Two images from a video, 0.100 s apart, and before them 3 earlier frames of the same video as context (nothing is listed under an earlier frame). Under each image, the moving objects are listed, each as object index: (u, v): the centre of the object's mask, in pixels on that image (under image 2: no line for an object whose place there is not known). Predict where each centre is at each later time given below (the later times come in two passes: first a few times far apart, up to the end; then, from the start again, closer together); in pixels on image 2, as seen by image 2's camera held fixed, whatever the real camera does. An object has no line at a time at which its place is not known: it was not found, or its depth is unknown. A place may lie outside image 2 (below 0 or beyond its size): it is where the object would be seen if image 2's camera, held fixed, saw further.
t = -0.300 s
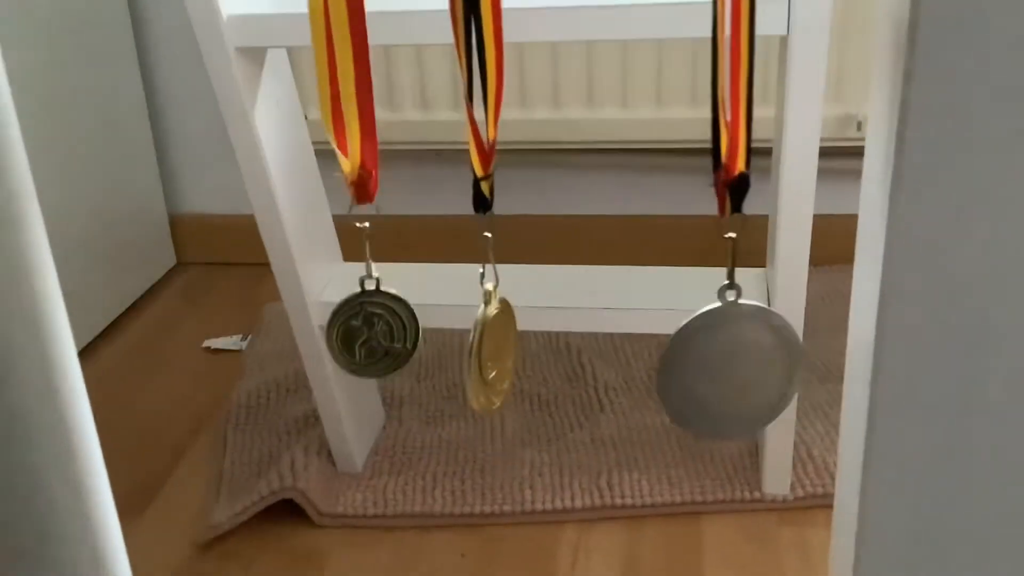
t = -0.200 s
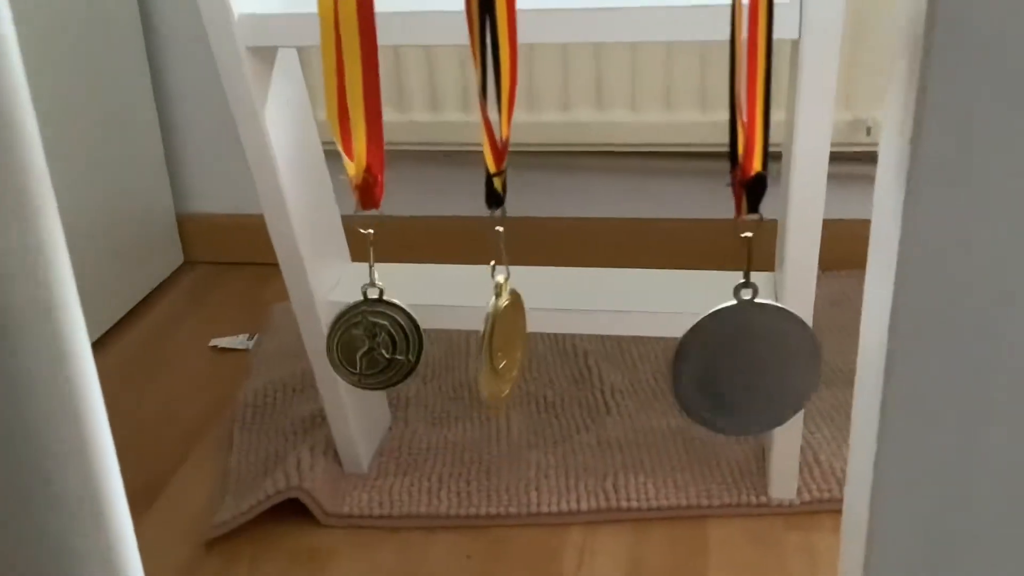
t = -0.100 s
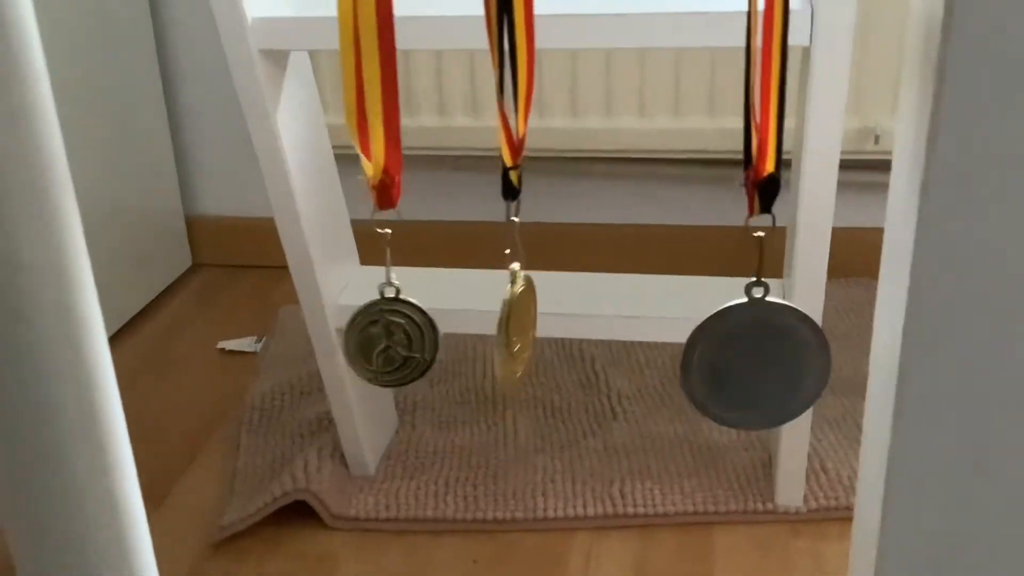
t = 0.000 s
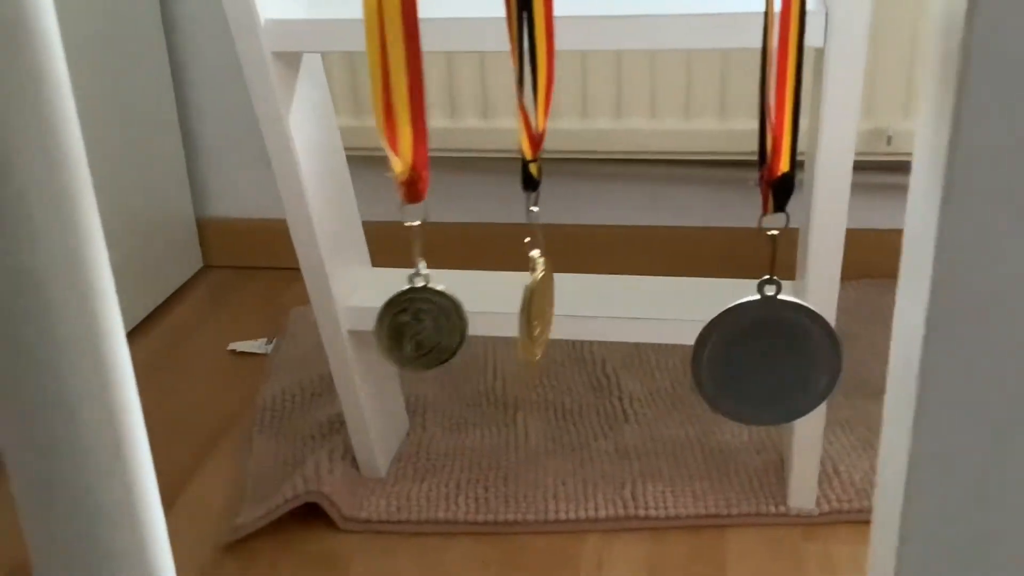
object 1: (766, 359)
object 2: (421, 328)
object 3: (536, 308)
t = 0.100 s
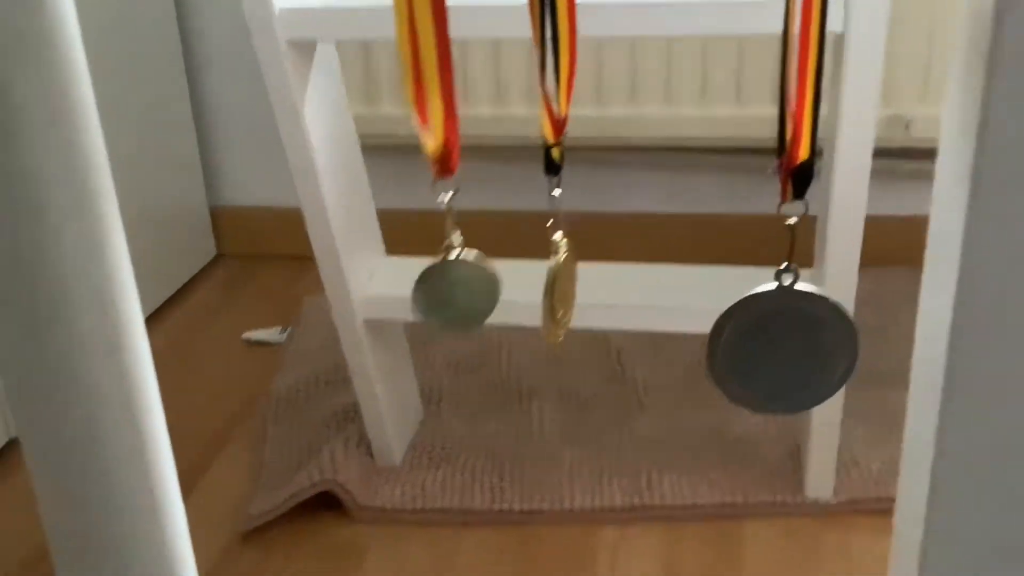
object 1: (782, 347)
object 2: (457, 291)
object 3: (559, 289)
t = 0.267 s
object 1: (786, 357)
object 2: (473, 270)
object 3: (566, 311)
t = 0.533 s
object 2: (449, 323)
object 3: (560, 351)
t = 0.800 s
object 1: (783, 366)
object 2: (431, 339)
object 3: (556, 321)
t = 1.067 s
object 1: (773, 354)
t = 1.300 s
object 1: (773, 366)
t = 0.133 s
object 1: (782, 348)
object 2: (462, 283)
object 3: (561, 290)
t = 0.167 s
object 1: (782, 350)
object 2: (466, 278)
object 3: (563, 294)
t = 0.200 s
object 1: (783, 352)
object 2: (470, 273)
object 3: (564, 298)
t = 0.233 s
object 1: (784, 355)
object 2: (472, 270)
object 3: (565, 304)
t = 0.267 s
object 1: (786, 357)
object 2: (473, 270)
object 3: (566, 311)
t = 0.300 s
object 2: (474, 269)
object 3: (566, 318)
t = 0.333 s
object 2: (474, 273)
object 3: (567, 325)
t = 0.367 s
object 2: (472, 278)
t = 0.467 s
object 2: (462, 303)
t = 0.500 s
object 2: (457, 311)
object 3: (563, 349)
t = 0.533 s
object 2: (449, 323)
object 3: (560, 351)
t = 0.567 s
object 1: (801, 374)
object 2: (443, 332)
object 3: (558, 354)
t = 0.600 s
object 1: (800, 374)
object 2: (437, 341)
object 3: (556, 355)
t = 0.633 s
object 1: (798, 374)
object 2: (432, 346)
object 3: (555, 354)
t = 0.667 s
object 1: (796, 372)
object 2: (430, 350)
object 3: (555, 350)
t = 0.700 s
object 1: (793, 371)
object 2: (428, 350)
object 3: (556, 344)
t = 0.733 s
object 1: (790, 370)
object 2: (428, 348)
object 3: (556, 336)
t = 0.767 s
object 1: (786, 367)
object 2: (429, 345)
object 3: (556, 330)
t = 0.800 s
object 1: (783, 366)
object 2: (431, 339)
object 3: (556, 321)
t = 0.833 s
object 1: (780, 359)
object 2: (434, 333)
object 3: (556, 314)
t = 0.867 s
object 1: (779, 356)
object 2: (437, 325)
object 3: (556, 307)
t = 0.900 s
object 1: (779, 353)
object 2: (440, 317)
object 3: (556, 302)
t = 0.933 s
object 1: (779, 351)
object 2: (444, 309)
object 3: (555, 296)
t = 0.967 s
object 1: (778, 349)
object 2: (450, 296)
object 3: (555, 294)
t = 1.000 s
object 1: (778, 349)
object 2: (452, 287)
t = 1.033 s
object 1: (777, 350)
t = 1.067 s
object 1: (773, 354)
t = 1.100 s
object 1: (772, 357)
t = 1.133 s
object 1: (773, 357)
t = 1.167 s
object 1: (773, 361)
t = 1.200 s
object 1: (774, 362)
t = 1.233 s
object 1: (772, 364)
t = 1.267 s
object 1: (772, 367)
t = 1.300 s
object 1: (773, 366)
